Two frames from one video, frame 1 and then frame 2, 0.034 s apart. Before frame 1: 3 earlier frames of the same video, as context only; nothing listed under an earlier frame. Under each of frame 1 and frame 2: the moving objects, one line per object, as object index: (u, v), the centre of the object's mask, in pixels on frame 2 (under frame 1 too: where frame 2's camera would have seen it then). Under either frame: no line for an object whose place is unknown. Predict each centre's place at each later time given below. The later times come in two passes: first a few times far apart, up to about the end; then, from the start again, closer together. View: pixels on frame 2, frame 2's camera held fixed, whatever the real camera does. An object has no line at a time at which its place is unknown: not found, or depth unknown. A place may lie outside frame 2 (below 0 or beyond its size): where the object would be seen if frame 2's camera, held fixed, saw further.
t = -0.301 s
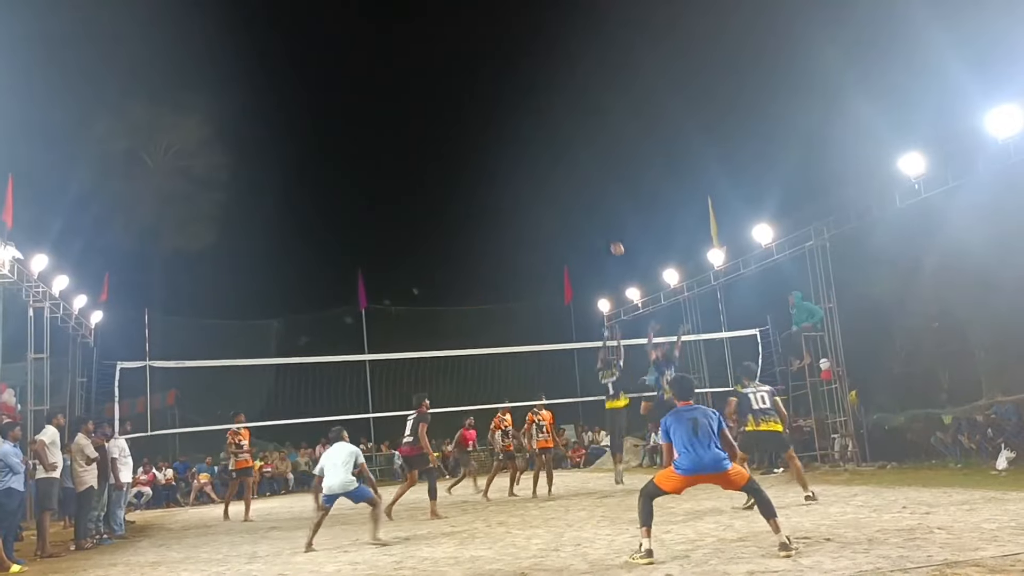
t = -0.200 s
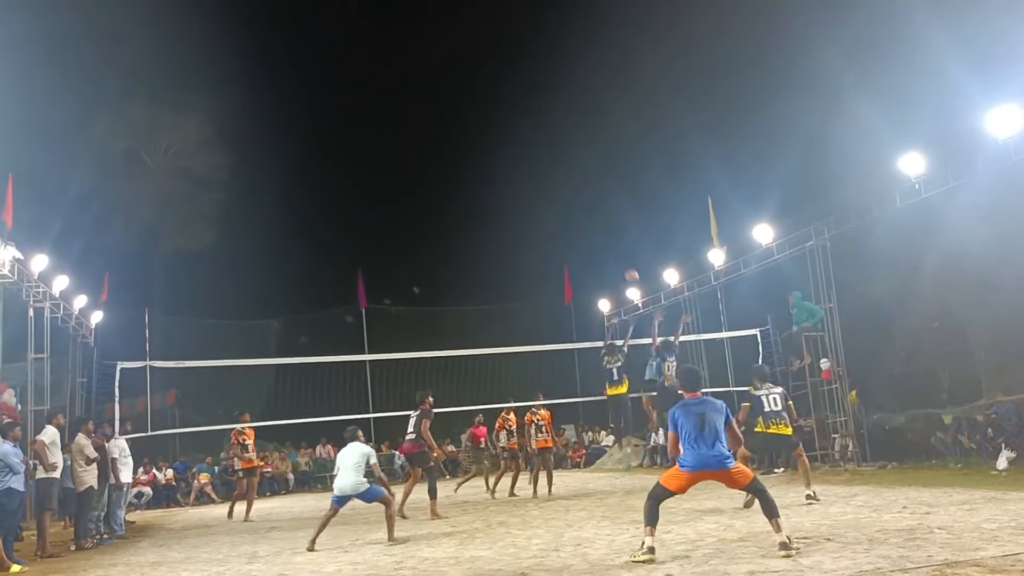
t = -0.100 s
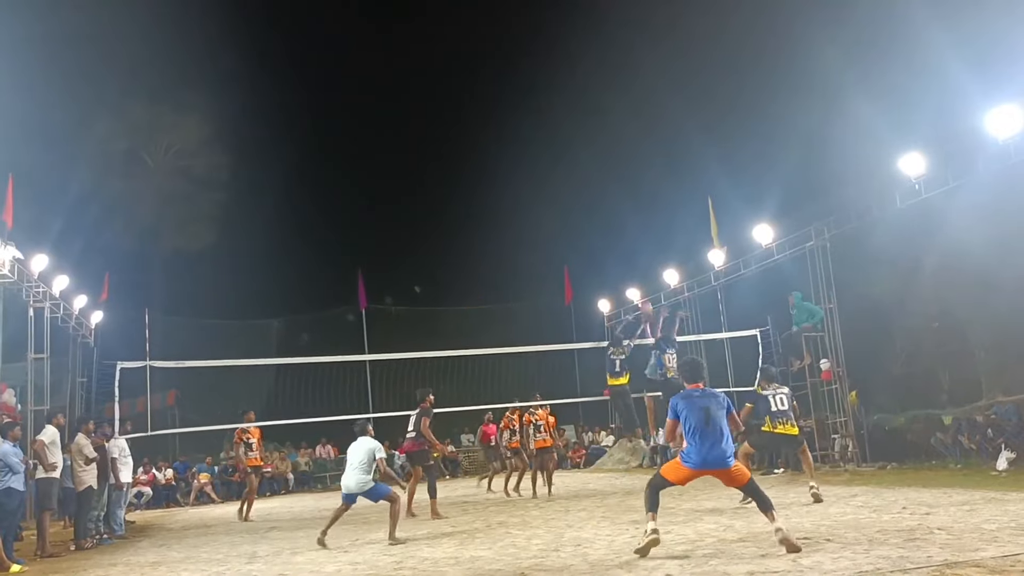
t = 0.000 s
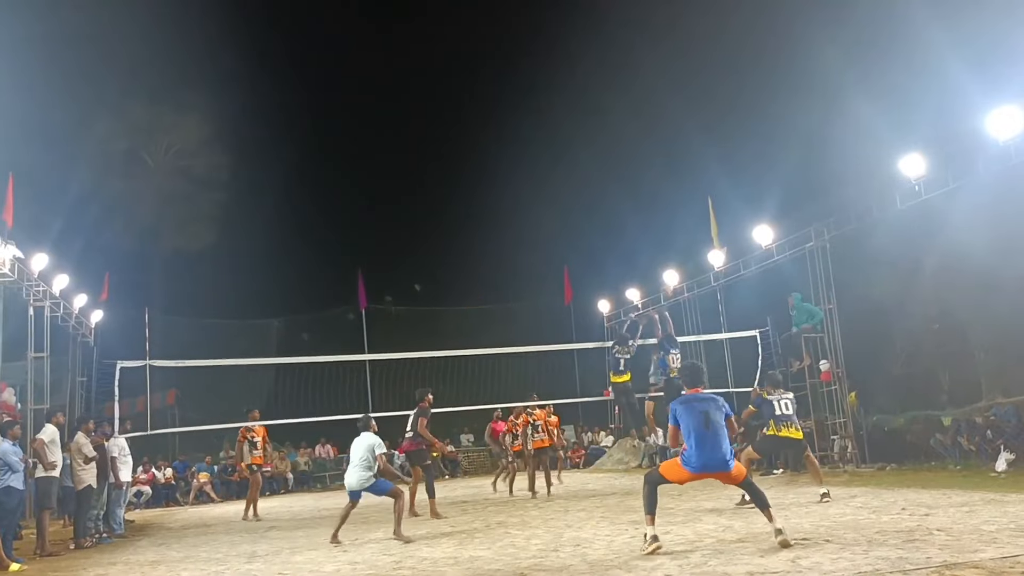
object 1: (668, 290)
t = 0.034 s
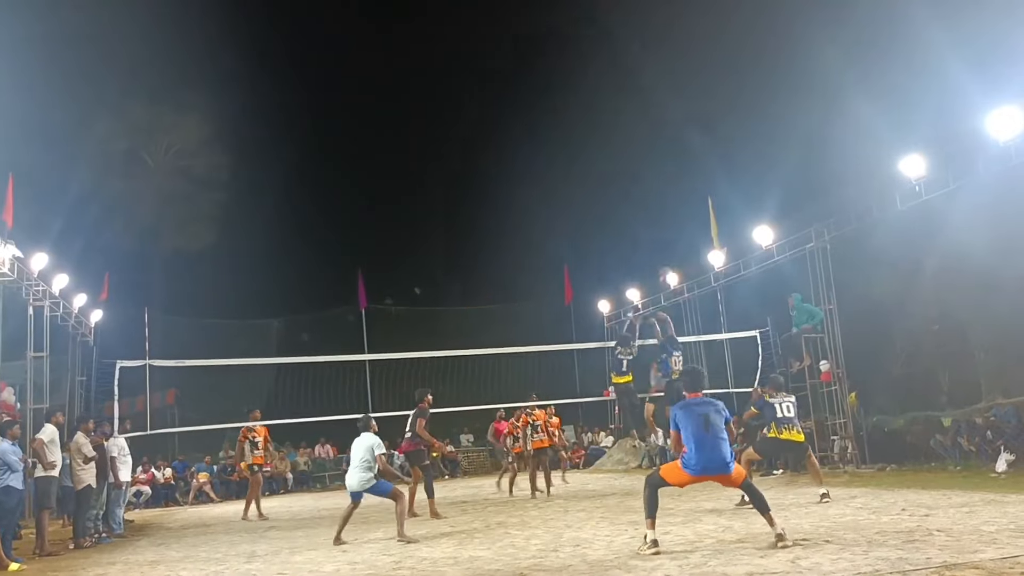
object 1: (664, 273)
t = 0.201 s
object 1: (666, 213)
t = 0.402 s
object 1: (673, 153)
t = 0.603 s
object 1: (688, 115)
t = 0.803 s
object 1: (713, 108)
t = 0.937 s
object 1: (737, 127)
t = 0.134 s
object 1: (665, 237)
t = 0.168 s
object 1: (665, 224)
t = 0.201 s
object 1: (666, 213)
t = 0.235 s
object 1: (667, 202)
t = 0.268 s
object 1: (668, 191)
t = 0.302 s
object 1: (669, 180)
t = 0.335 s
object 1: (670, 171)
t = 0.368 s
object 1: (671, 162)
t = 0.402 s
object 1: (673, 153)
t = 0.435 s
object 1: (675, 145)
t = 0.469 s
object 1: (677, 138)
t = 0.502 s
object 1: (679, 130)
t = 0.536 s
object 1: (682, 125)
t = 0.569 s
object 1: (685, 119)
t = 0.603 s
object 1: (688, 115)
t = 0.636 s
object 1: (691, 111)
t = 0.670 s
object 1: (694, 108)
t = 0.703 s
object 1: (699, 106)
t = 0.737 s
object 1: (703, 105)
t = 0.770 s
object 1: (707, 106)
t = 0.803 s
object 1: (713, 108)
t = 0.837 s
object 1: (718, 110)
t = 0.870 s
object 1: (724, 114)
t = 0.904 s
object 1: (731, 120)
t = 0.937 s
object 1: (737, 127)
